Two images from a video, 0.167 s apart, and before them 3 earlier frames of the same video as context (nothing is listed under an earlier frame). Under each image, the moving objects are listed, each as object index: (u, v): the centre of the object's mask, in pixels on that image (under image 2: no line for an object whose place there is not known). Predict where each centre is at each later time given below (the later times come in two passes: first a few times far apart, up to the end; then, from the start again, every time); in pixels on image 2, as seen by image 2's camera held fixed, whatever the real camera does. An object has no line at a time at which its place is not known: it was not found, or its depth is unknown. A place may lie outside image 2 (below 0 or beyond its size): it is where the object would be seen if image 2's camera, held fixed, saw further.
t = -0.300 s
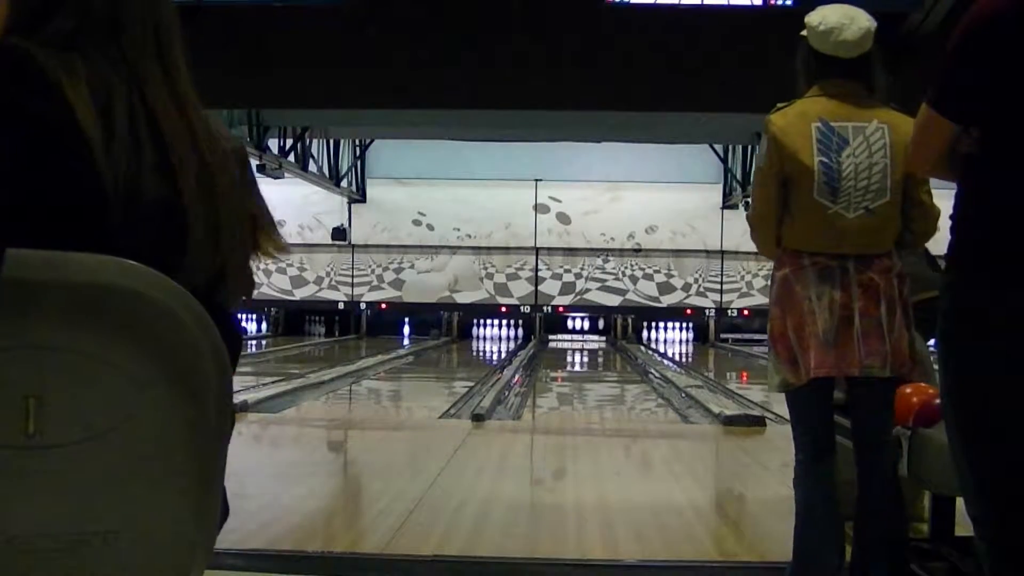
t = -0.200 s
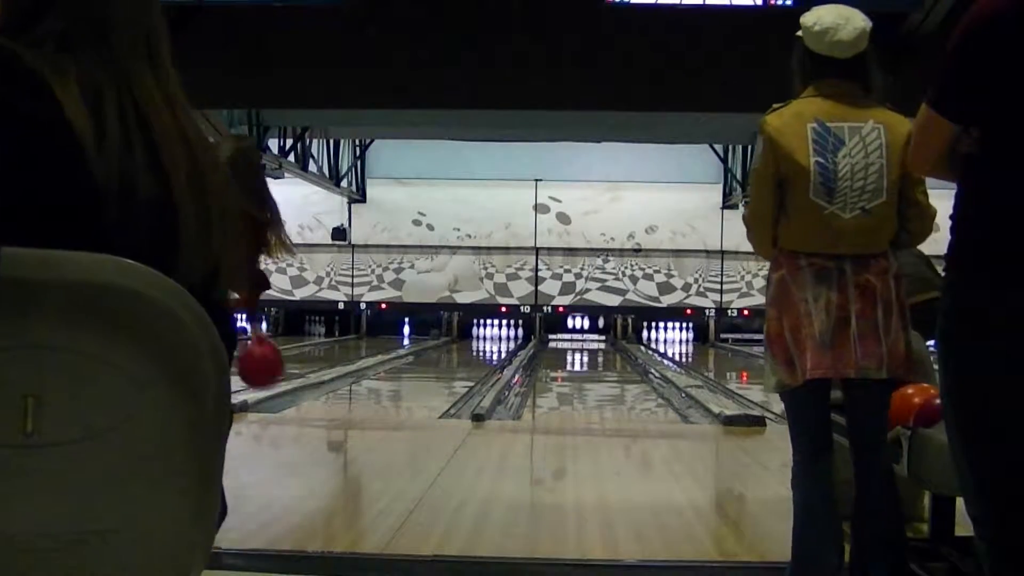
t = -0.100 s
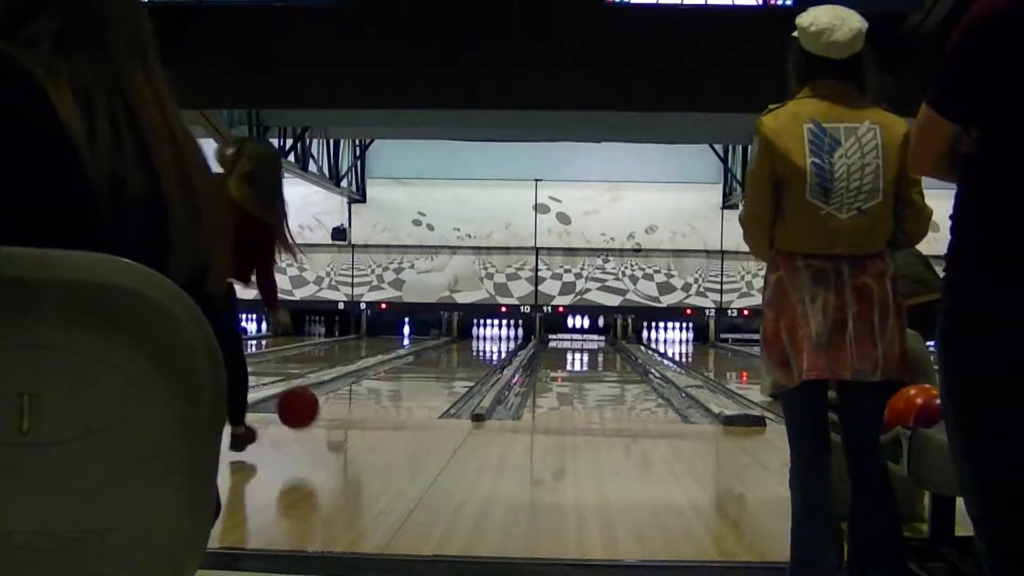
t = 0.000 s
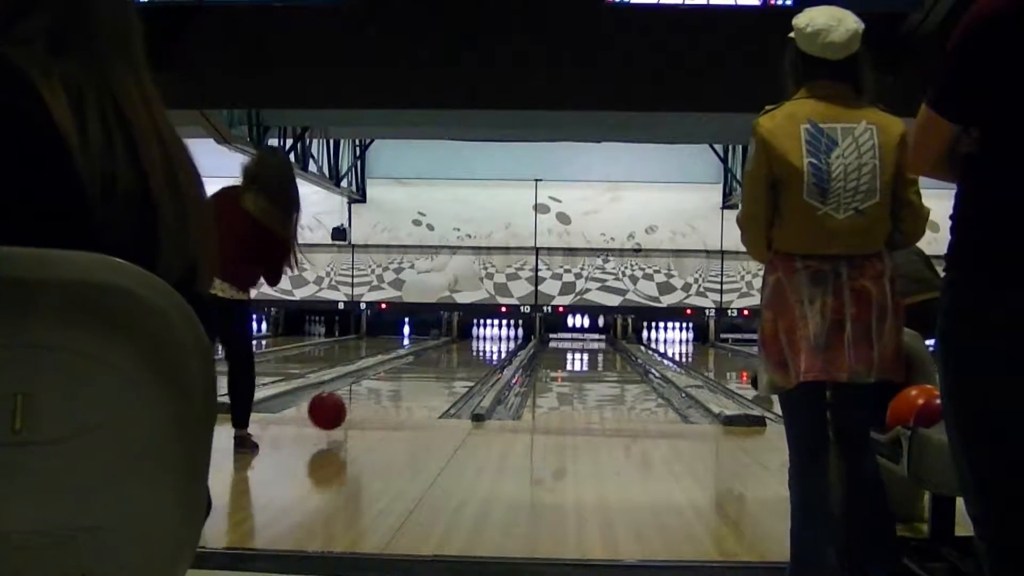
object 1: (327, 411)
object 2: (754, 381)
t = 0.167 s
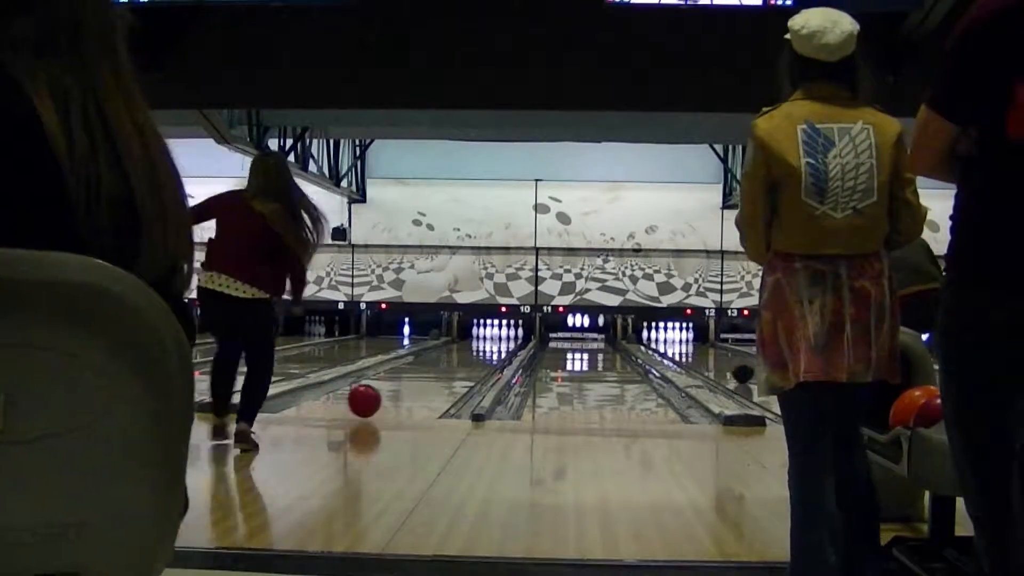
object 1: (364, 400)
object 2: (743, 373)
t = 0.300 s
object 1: (387, 393)
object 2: (729, 369)
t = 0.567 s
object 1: (421, 379)
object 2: (709, 361)
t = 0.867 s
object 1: (448, 368)
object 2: (690, 352)
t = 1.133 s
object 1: (465, 358)
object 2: (678, 347)
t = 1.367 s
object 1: (476, 353)
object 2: (669, 343)
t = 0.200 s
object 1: (370, 400)
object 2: (739, 372)
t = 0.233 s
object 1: (376, 397)
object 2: (736, 371)
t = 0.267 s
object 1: (382, 395)
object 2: (732, 370)
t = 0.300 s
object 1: (387, 393)
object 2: (729, 369)
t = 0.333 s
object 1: (392, 391)
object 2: (726, 367)
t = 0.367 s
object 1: (397, 389)
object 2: (724, 367)
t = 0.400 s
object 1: (402, 387)
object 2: (721, 365)
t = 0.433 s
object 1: (406, 385)
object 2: (718, 364)
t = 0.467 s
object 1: (410, 384)
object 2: (716, 363)
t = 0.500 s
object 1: (414, 382)
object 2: (713, 363)
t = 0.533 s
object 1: (418, 381)
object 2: (710, 362)
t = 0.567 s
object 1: (421, 379)
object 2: (709, 361)
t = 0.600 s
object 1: (425, 378)
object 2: (706, 360)
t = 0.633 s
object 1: (428, 376)
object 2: (704, 360)
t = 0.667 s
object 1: (431, 375)
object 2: (703, 357)
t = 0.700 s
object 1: (434, 374)
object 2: (700, 358)
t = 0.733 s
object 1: (438, 372)
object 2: (698, 355)
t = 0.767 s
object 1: (440, 371)
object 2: (695, 355)
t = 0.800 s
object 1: (443, 370)
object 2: (693, 354)
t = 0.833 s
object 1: (445, 369)
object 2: (692, 353)
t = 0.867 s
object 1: (448, 368)
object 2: (690, 352)
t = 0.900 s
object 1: (450, 367)
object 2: (688, 351)
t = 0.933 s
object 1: (453, 366)
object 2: (687, 350)
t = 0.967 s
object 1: (455, 364)
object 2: (686, 350)
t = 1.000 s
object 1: (457, 363)
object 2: (684, 349)
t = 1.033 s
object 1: (459, 360)
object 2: (683, 348)
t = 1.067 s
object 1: (461, 360)
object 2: (681, 348)
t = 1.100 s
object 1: (463, 359)
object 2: (680, 347)
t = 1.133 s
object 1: (465, 358)
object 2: (678, 347)
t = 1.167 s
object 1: (466, 358)
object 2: (677, 346)
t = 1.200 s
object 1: (468, 357)
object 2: (675, 345)
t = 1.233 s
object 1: (469, 356)
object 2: (674, 345)
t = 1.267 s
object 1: (471, 355)
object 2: (673, 344)
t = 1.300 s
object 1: (473, 355)
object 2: (671, 344)
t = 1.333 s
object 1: (475, 354)
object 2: (670, 343)
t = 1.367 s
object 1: (476, 353)
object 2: (669, 343)
